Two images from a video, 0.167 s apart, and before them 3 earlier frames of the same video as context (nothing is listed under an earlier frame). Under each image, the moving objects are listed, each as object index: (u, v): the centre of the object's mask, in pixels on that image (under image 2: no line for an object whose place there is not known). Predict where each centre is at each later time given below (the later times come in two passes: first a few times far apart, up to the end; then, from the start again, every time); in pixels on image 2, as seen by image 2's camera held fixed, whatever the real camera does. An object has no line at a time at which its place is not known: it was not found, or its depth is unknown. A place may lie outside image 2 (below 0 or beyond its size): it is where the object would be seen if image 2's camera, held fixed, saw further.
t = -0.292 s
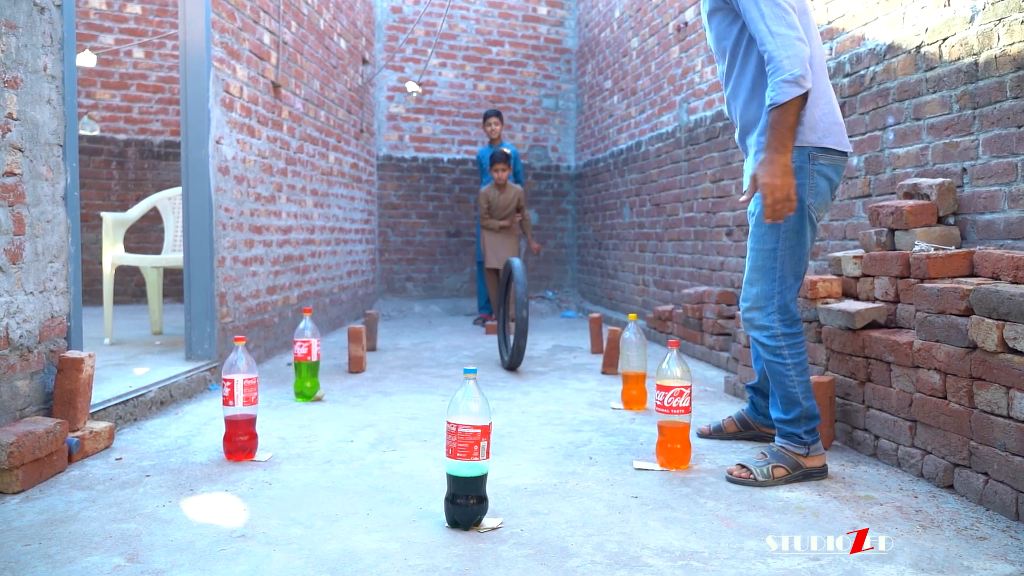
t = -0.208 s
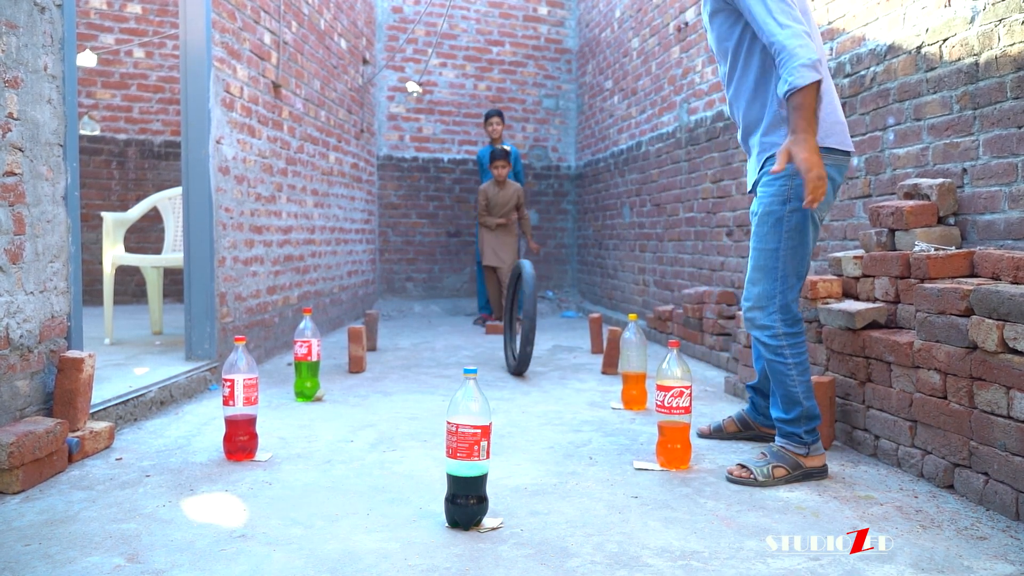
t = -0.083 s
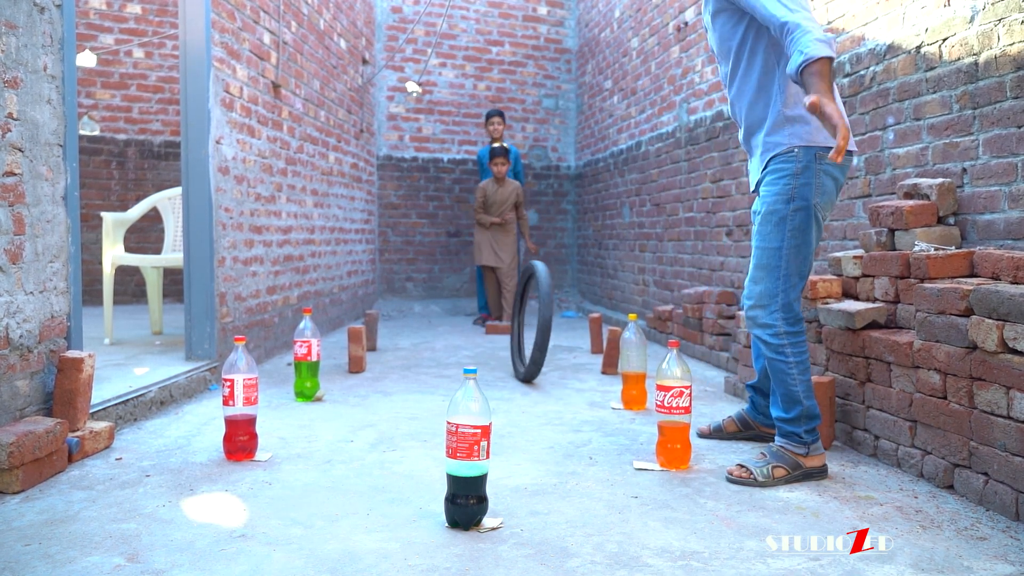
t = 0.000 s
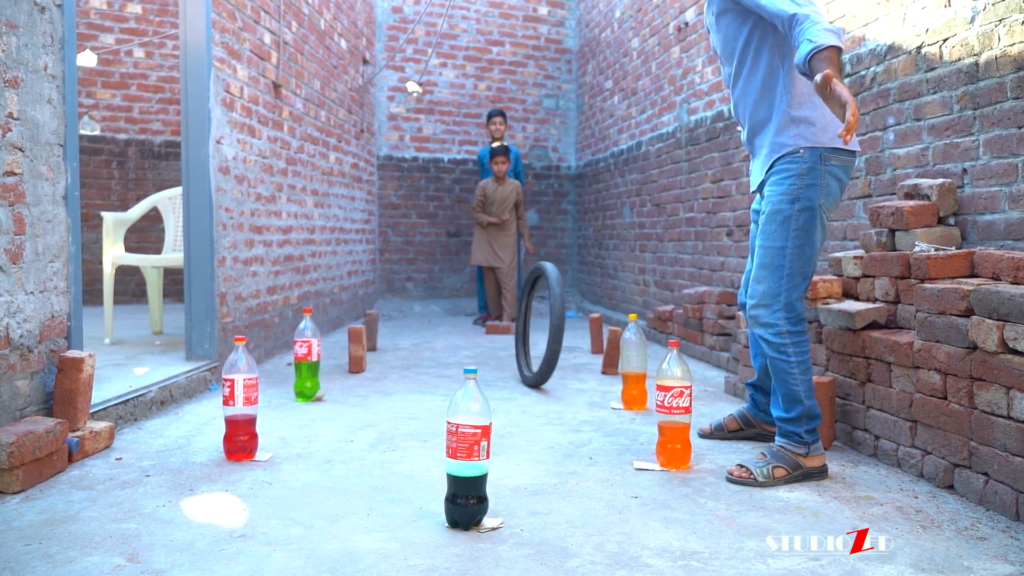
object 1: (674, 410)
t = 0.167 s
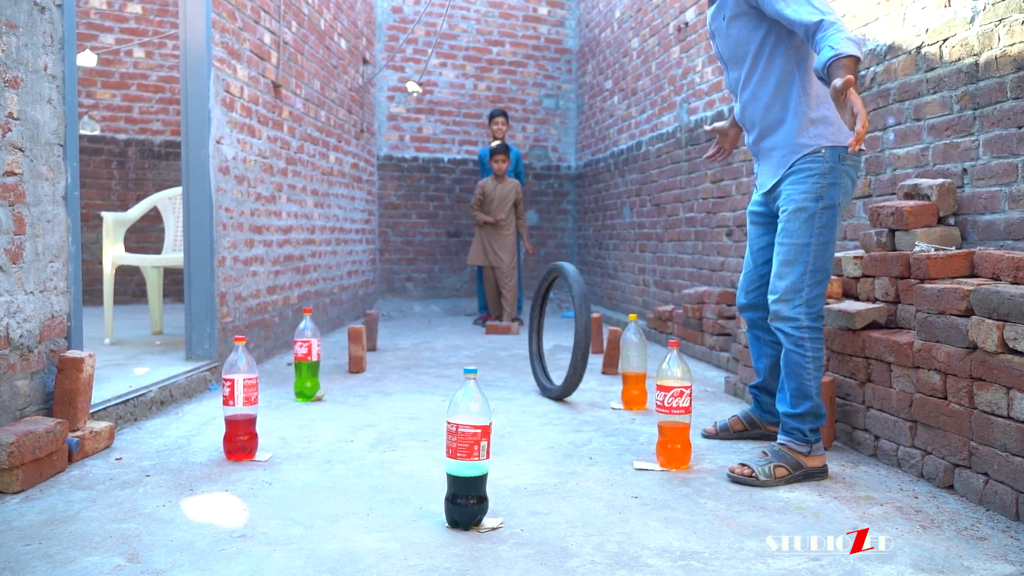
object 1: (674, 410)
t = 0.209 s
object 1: (674, 410)
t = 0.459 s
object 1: (674, 410)
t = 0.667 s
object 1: (680, 413)
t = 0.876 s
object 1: (706, 473)
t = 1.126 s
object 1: (706, 475)
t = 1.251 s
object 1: (707, 475)
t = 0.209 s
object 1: (674, 410)
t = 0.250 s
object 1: (674, 410)
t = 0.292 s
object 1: (674, 410)
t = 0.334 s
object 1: (674, 410)
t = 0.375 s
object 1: (674, 410)
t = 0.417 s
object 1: (674, 410)
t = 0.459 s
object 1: (674, 410)
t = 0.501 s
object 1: (674, 410)
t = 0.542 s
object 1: (674, 410)
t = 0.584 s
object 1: (674, 410)
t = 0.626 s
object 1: (674, 411)
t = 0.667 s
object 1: (680, 413)
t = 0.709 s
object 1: (686, 421)
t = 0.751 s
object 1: (692, 429)
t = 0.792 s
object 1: (699, 443)
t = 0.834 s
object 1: (704, 464)
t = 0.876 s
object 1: (706, 473)
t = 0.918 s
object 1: (705, 473)
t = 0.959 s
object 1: (705, 473)
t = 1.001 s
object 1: (705, 473)
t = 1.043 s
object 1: (705, 474)
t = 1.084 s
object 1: (706, 475)
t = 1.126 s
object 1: (706, 475)
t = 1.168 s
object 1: (707, 475)
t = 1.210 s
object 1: (707, 475)
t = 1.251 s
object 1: (707, 475)
